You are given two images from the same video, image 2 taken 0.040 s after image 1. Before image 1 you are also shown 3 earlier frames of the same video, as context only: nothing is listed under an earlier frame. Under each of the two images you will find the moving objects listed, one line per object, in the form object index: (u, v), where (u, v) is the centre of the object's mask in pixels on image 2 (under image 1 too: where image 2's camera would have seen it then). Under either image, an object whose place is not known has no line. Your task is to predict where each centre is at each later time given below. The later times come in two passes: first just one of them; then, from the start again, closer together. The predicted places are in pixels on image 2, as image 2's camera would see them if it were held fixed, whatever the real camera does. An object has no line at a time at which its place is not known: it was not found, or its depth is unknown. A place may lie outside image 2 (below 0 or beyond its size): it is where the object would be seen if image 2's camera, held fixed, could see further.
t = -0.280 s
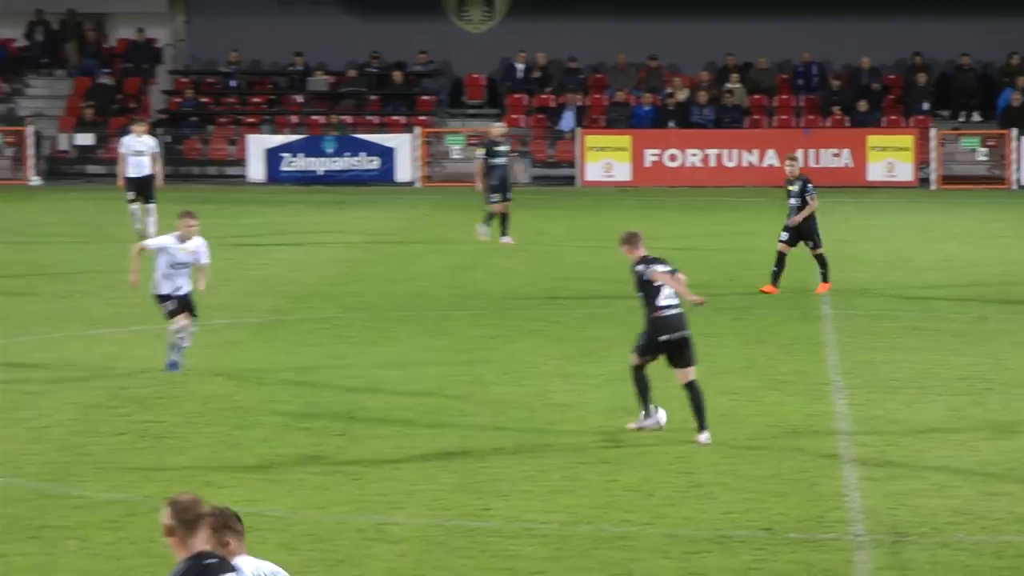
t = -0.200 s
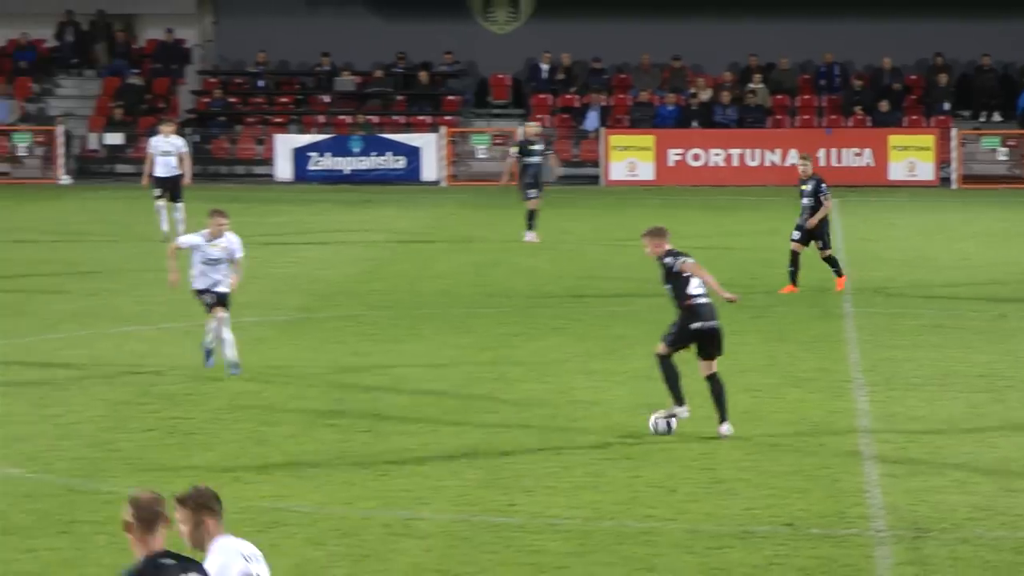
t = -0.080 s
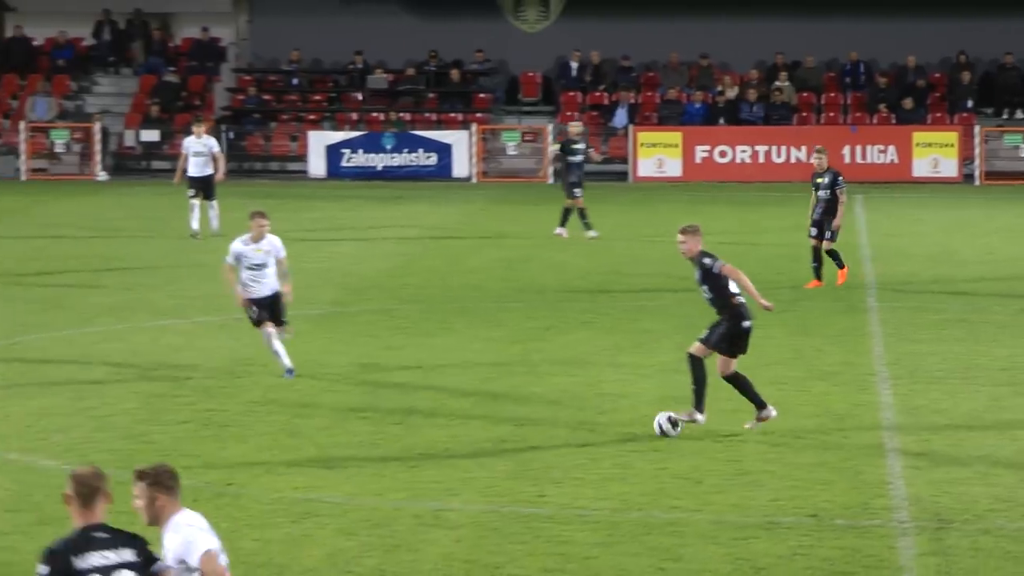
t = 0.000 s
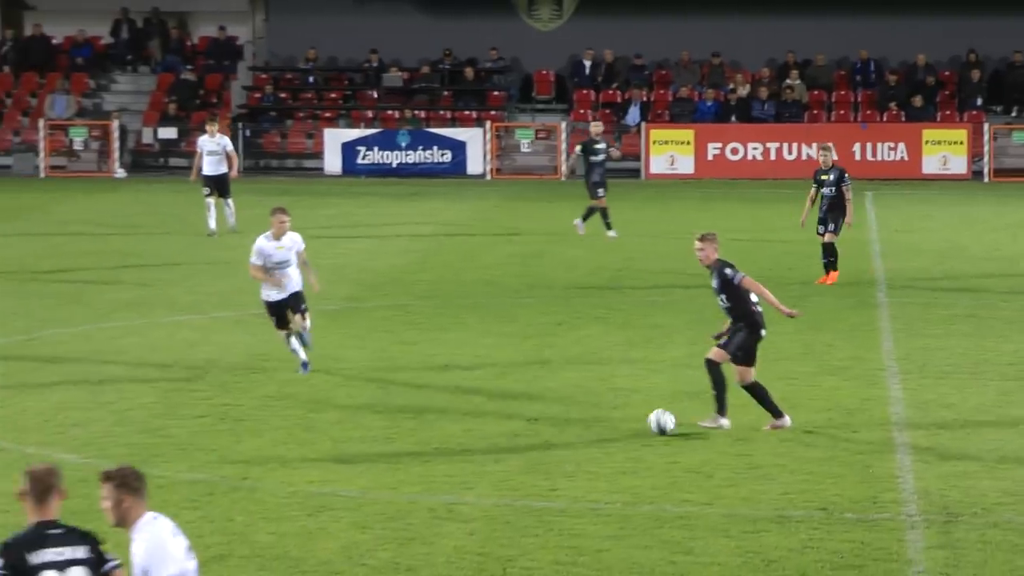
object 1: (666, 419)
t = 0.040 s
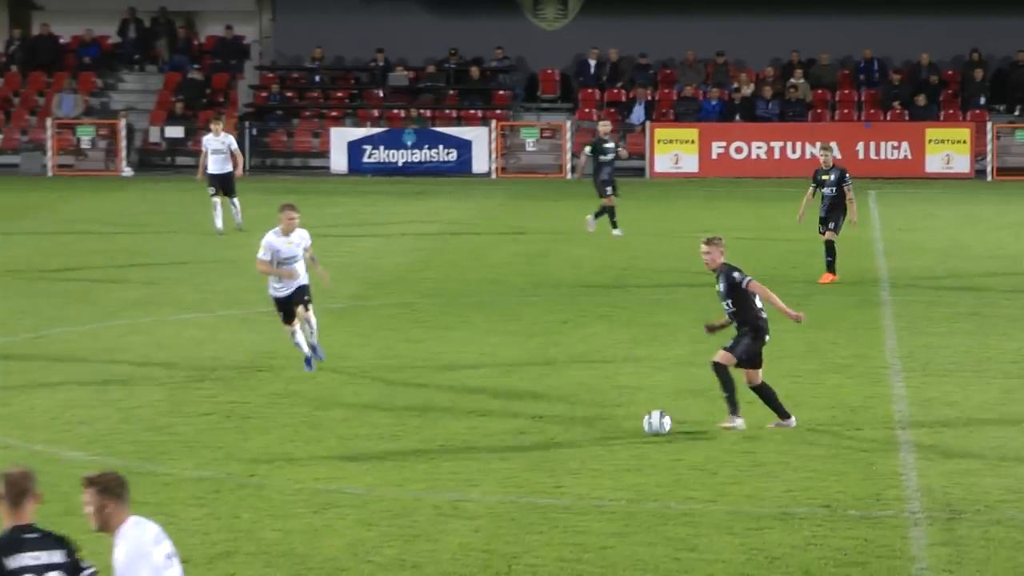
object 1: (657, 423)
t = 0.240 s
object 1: (614, 436)
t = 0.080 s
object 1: (648, 427)
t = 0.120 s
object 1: (640, 427)
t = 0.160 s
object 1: (632, 429)
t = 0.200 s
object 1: (623, 432)
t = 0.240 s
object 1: (614, 436)
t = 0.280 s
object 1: (605, 437)
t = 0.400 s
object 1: (580, 444)
